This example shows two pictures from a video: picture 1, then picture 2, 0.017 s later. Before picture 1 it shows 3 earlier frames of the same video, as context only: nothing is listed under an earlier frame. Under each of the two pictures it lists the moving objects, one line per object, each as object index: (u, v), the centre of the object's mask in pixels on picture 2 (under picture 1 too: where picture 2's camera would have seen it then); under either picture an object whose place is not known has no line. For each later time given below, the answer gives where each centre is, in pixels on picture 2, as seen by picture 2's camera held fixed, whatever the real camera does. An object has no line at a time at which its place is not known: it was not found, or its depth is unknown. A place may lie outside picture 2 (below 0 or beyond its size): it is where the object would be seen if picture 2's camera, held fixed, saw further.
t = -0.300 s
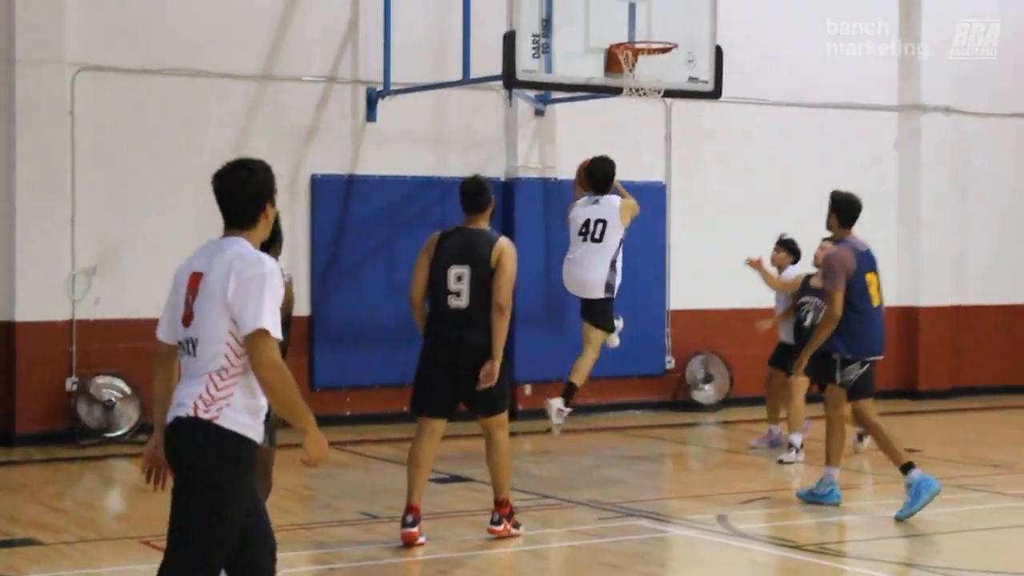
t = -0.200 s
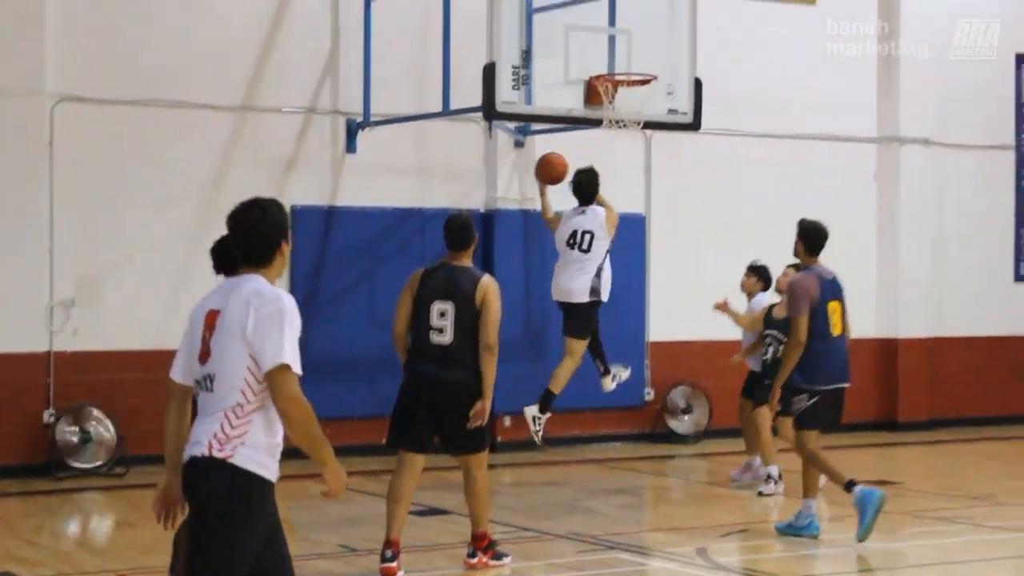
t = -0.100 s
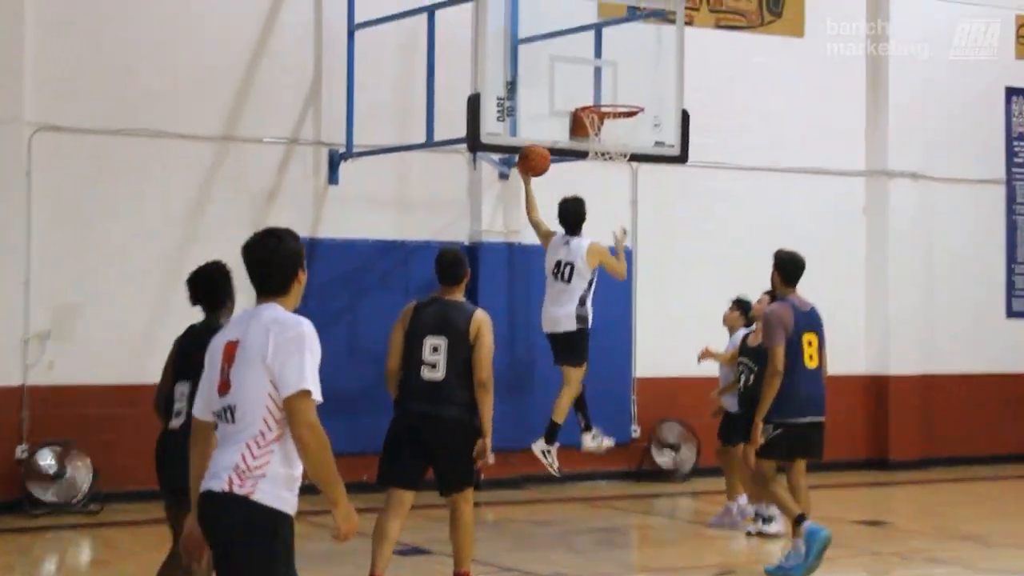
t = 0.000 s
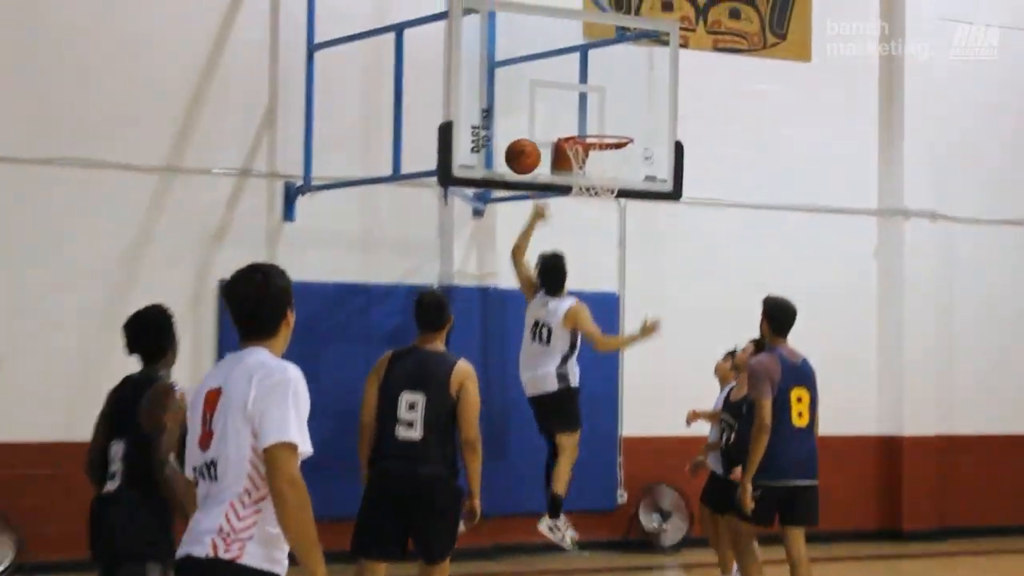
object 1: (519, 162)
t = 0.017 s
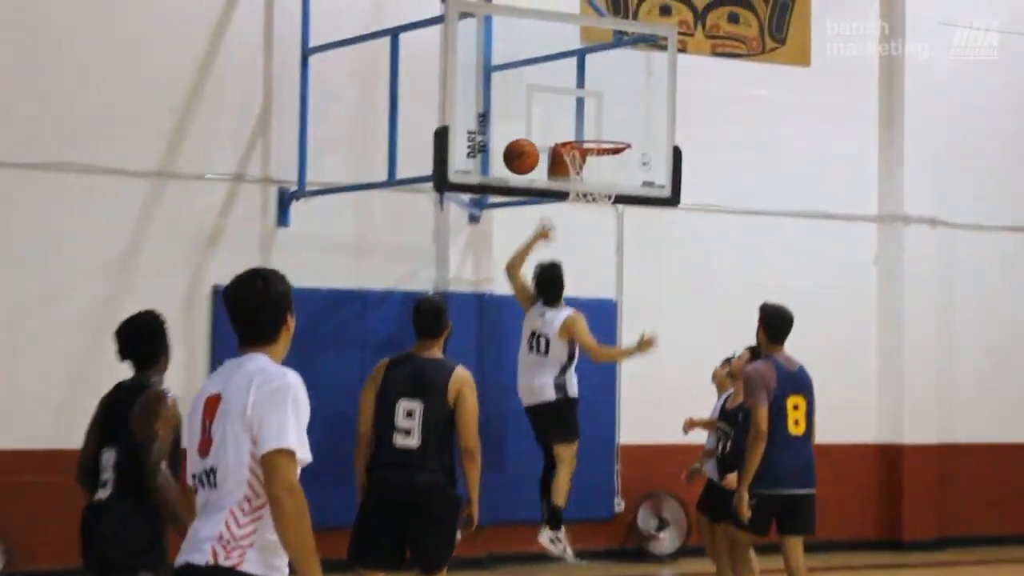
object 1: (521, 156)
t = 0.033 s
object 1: (523, 152)
